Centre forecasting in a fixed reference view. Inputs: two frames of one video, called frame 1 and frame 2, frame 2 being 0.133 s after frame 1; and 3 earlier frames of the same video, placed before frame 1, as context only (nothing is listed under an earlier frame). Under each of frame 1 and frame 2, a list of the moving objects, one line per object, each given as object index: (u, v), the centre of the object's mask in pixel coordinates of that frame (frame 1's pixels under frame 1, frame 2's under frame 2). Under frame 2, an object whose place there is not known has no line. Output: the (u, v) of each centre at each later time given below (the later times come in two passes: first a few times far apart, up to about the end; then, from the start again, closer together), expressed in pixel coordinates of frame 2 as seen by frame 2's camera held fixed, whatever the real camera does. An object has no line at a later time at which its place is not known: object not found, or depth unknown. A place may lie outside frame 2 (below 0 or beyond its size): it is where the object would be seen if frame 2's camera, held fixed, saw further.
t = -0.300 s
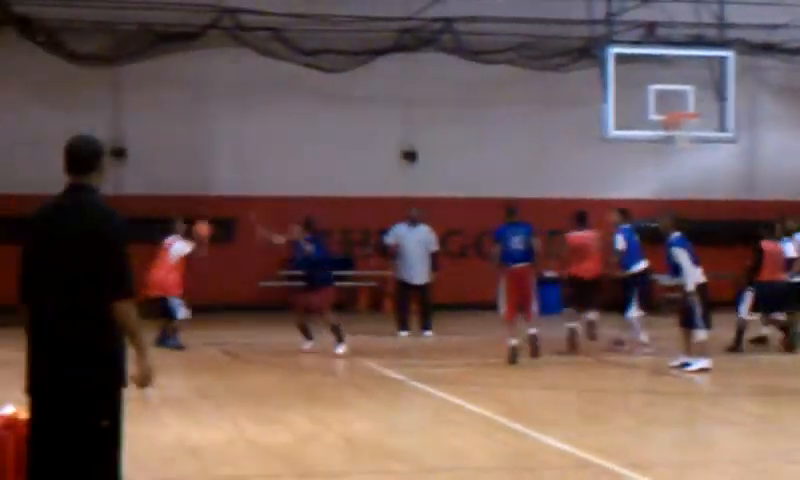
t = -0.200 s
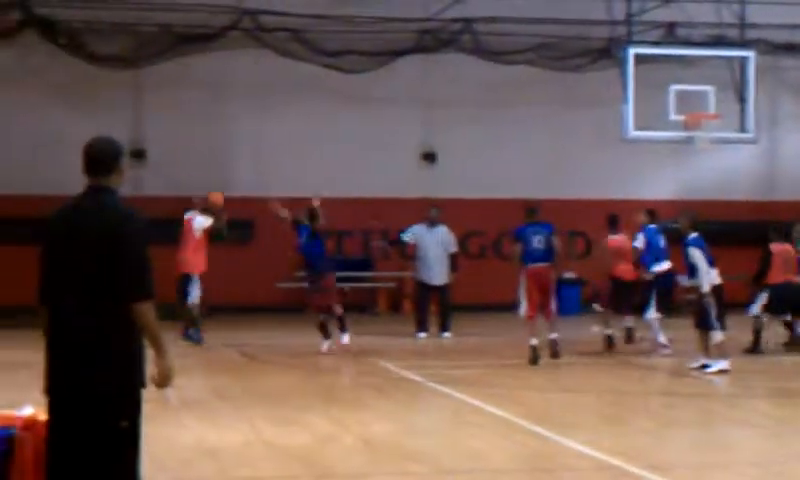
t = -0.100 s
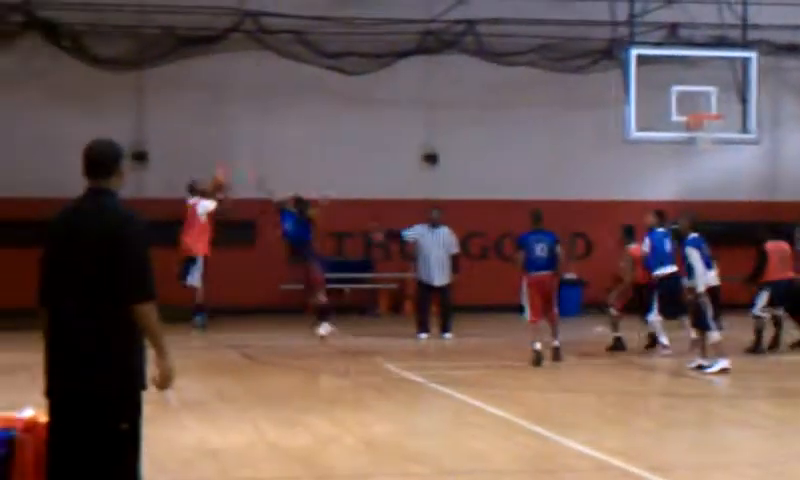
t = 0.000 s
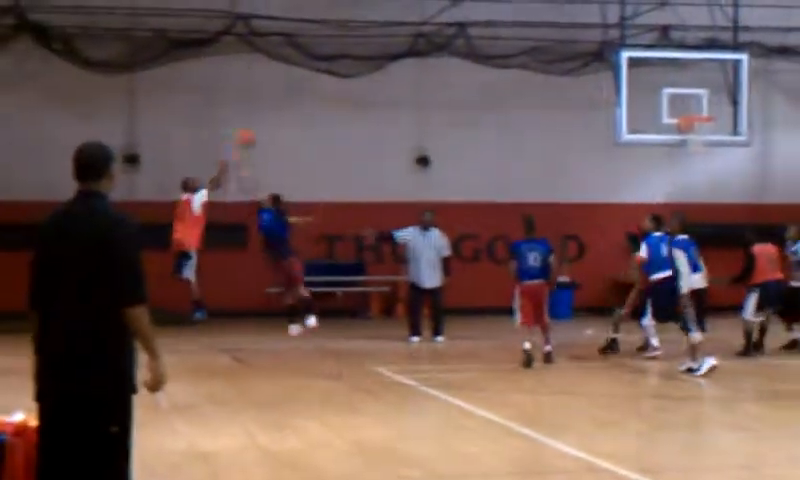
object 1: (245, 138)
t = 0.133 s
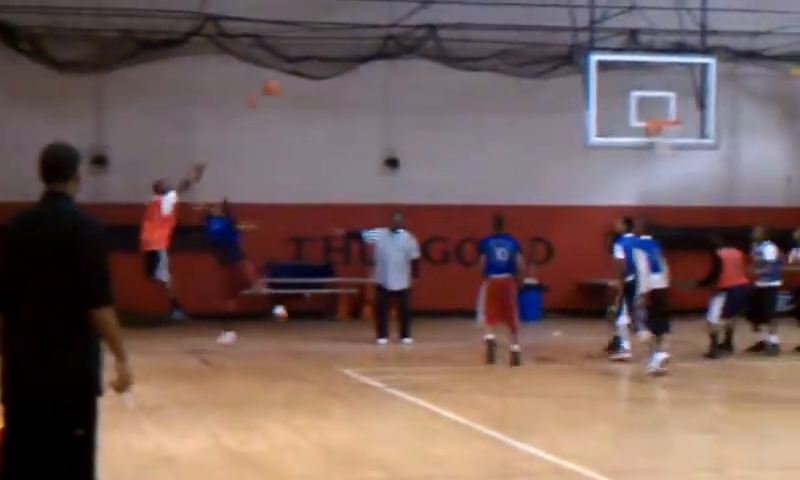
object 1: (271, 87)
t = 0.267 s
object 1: (331, 45)
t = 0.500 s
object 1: (423, 12)
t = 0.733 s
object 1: (515, 14)
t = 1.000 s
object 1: (618, 68)
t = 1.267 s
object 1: (654, 96)
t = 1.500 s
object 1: (619, 84)
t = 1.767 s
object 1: (573, 125)
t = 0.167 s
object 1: (287, 75)
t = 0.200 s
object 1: (300, 65)
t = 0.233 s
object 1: (315, 54)
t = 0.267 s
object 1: (331, 45)
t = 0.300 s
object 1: (343, 38)
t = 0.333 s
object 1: (356, 32)
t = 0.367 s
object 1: (371, 25)
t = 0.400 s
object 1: (382, 21)
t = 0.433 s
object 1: (396, 19)
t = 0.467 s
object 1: (410, 14)
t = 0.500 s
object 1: (423, 12)
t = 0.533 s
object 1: (435, 10)
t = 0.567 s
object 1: (448, 10)
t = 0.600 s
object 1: (463, 9)
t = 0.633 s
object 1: (476, 9)
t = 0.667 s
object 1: (488, 10)
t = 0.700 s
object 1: (502, 11)
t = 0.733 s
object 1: (515, 14)
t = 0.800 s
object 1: (543, 23)
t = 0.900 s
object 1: (582, 43)
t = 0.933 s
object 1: (591, 47)
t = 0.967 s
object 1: (605, 56)
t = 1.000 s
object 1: (618, 68)
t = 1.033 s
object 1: (629, 78)
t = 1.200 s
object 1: (663, 106)
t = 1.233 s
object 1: (661, 101)
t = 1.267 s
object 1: (654, 96)
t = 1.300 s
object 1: (649, 93)
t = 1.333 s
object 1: (642, 88)
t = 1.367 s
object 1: (639, 85)
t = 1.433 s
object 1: (629, 83)
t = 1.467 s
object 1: (625, 83)
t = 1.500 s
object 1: (619, 84)
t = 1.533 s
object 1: (613, 86)
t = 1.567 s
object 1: (608, 88)
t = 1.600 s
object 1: (602, 92)
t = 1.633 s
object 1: (597, 96)
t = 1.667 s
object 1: (591, 102)
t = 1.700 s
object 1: (586, 110)
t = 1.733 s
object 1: (578, 117)
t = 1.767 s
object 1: (573, 125)
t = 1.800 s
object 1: (569, 135)
